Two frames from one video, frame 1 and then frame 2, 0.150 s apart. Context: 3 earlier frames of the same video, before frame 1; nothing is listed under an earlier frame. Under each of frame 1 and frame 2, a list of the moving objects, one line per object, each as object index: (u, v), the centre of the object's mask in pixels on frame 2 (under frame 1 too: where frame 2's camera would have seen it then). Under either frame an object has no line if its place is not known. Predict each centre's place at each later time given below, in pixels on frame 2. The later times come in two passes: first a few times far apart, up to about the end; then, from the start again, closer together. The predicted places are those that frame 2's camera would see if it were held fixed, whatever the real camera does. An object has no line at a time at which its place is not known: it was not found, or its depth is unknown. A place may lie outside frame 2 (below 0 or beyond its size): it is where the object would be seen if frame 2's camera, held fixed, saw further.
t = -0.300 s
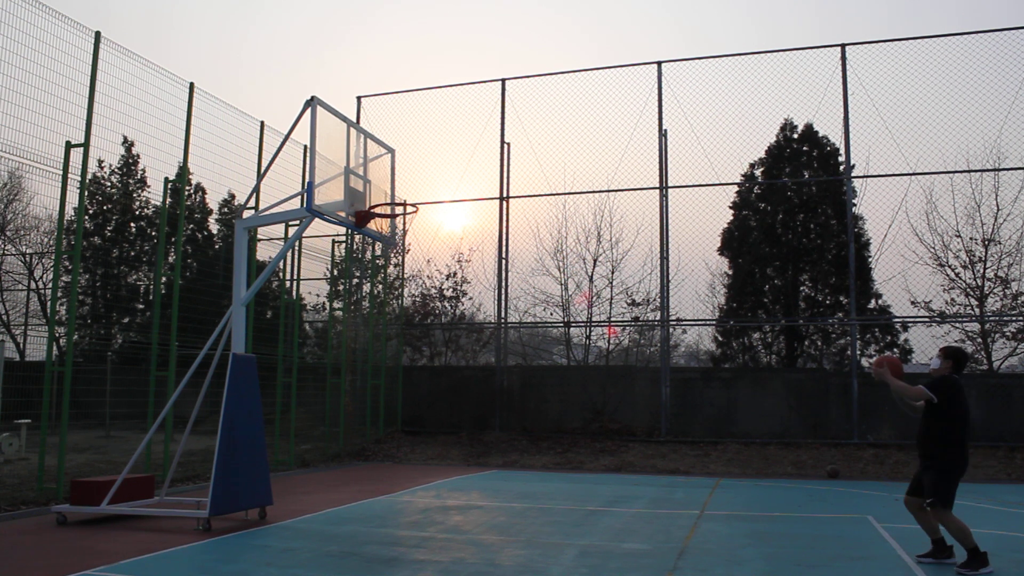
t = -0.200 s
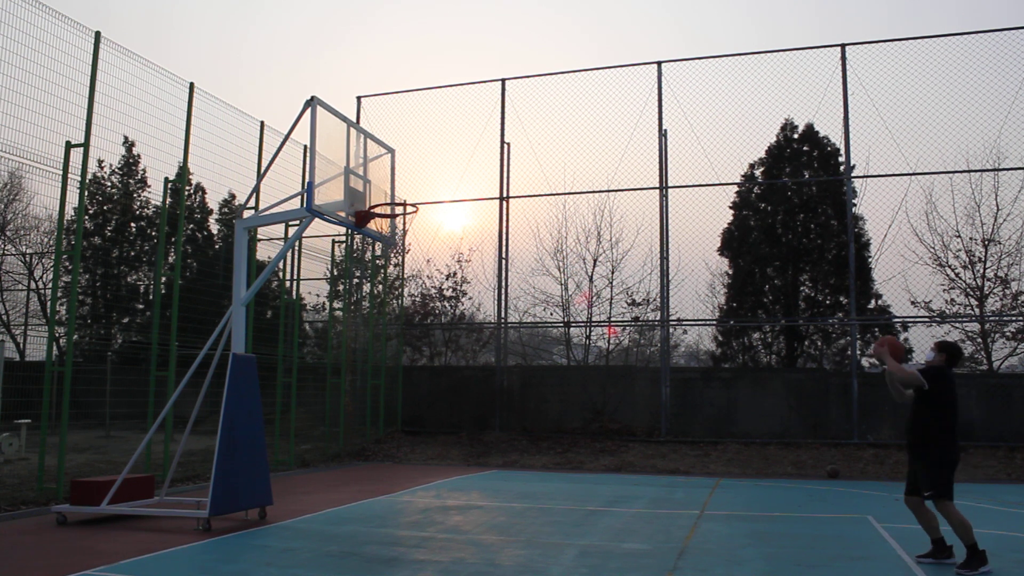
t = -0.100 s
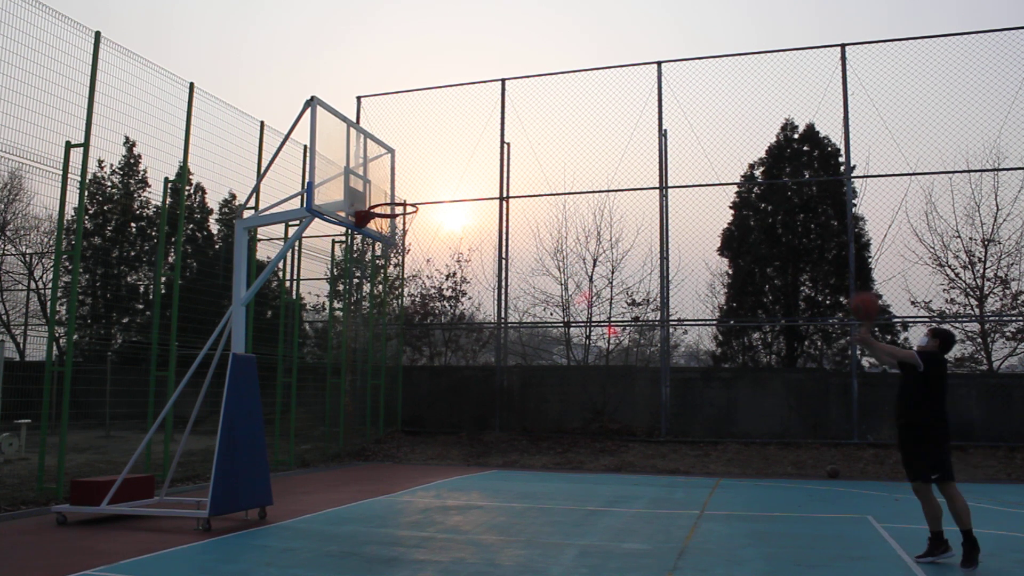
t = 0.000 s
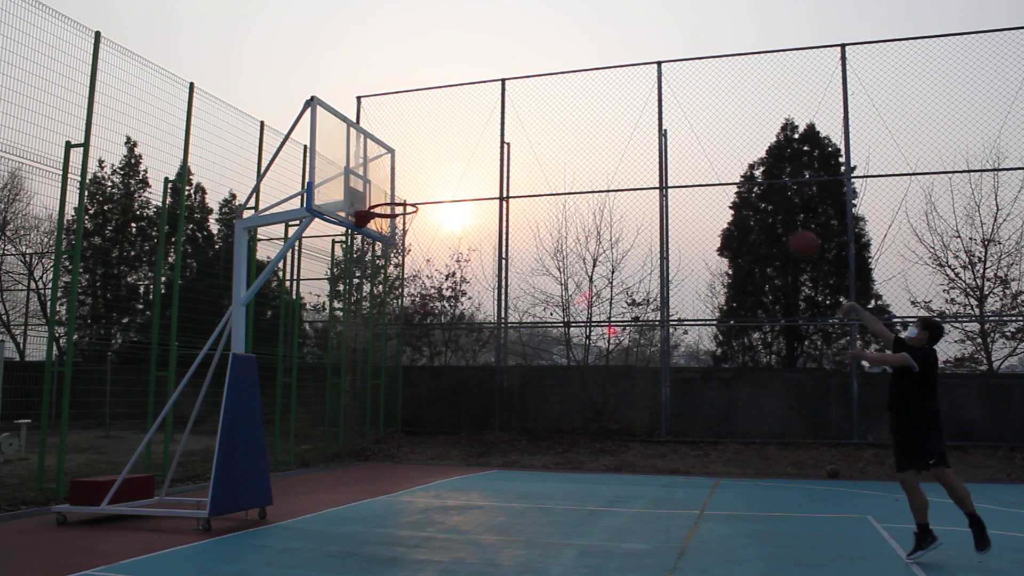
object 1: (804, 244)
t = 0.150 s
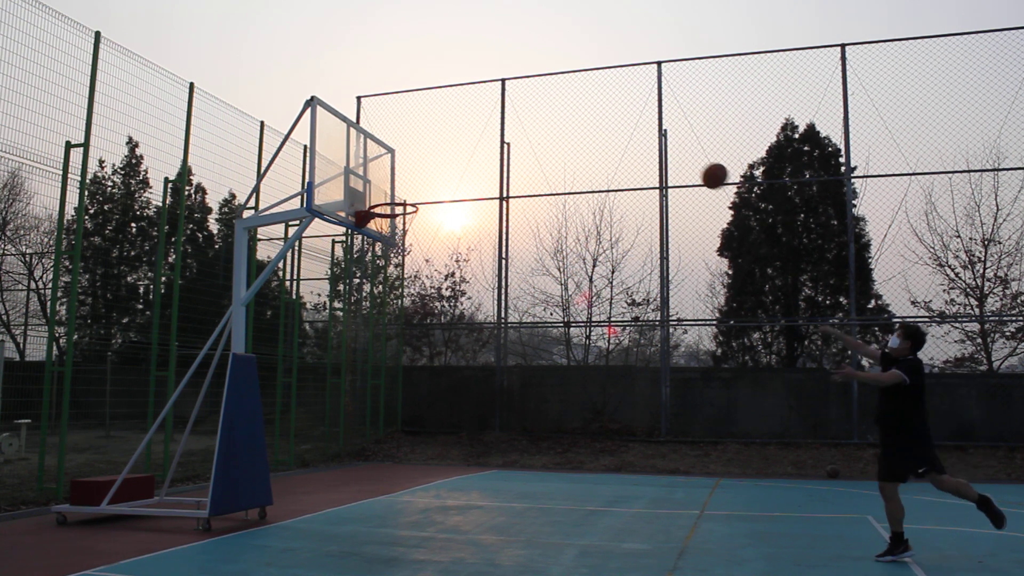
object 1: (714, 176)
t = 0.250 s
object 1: (659, 145)
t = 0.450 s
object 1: (555, 116)
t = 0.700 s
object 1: (433, 136)
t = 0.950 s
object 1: (402, 200)
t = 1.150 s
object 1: (393, 193)
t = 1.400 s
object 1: (430, 203)
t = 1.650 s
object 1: (462, 276)
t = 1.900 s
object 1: (493, 413)
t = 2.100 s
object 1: (512, 482)
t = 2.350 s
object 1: (517, 363)
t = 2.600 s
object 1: (520, 306)
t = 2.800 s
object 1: (522, 302)
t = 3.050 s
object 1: (523, 351)
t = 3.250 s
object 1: (522, 433)
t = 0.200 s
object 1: (686, 159)
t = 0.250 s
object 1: (659, 145)
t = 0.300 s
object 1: (632, 133)
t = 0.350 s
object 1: (606, 125)
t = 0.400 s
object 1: (580, 119)
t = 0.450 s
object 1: (555, 116)
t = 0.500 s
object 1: (529, 115)
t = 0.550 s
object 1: (505, 117)
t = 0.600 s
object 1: (481, 121)
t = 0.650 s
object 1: (456, 127)
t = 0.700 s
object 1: (433, 136)
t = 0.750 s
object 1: (409, 147)
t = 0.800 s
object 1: (386, 161)
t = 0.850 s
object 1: (368, 176)
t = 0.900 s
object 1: (385, 187)
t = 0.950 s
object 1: (402, 200)
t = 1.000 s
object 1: (396, 204)
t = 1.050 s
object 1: (382, 204)
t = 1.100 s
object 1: (386, 197)
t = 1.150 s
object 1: (393, 193)
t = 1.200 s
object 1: (401, 190)
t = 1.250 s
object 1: (408, 190)
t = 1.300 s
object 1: (415, 192)
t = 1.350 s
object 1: (422, 196)
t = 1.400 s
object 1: (430, 203)
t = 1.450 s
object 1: (436, 213)
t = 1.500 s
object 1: (442, 225)
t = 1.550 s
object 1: (449, 239)
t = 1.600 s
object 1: (456, 256)
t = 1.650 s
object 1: (462, 276)
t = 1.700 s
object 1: (469, 297)
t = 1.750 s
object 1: (475, 323)
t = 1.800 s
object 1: (481, 350)
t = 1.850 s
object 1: (489, 379)
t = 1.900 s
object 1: (493, 413)
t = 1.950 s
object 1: (500, 448)
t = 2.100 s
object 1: (512, 482)
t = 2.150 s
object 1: (513, 452)
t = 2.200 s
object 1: (515, 426)
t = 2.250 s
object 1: (515, 402)
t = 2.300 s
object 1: (516, 381)
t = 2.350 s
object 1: (517, 363)
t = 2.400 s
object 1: (518, 348)
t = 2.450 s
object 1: (518, 333)
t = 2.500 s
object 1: (519, 322)
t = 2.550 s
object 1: (520, 312)
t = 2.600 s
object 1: (520, 306)
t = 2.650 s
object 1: (521, 301)
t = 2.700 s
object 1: (521, 299)
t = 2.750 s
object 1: (521, 299)
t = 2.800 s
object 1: (522, 302)
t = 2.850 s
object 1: (522, 307)
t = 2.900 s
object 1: (522, 314)
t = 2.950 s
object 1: (522, 324)
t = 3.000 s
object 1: (522, 336)
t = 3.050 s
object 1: (523, 351)
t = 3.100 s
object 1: (523, 366)
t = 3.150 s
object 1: (523, 386)
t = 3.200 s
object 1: (523, 408)
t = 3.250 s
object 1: (522, 433)
